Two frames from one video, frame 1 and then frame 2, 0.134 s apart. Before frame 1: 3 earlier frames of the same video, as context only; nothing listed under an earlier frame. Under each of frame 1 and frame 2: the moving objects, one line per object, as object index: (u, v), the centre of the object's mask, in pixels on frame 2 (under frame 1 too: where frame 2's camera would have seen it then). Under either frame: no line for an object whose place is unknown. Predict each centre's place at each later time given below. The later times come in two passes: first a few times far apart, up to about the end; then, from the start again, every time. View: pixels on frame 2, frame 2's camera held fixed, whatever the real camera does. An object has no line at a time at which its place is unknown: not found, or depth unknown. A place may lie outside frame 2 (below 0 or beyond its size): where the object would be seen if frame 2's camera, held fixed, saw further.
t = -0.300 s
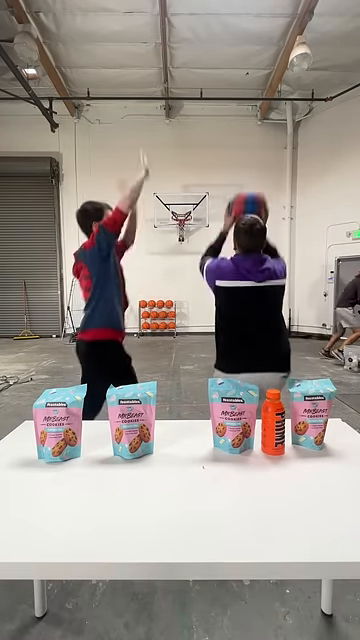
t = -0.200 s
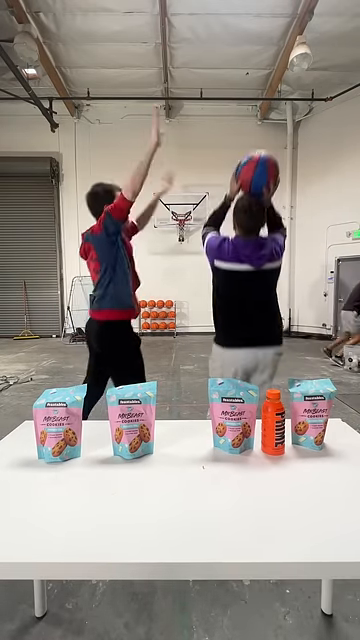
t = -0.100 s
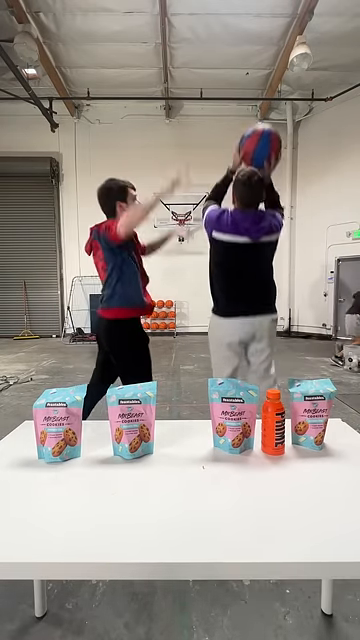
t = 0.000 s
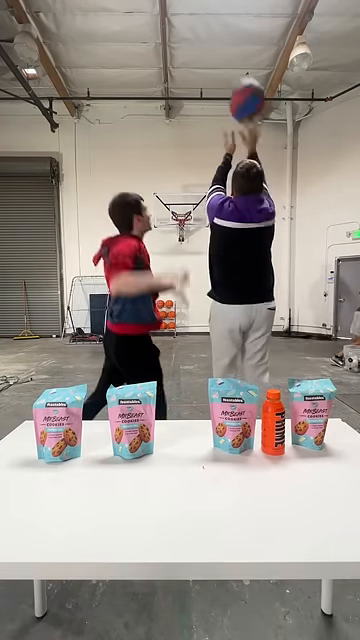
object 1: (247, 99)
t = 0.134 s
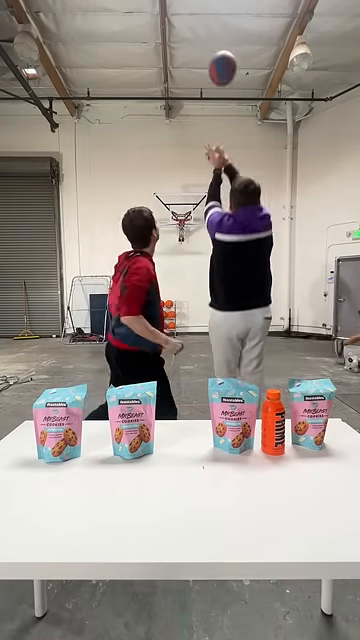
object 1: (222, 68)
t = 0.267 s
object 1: (207, 65)
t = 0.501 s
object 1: (191, 93)
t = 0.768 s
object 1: (181, 147)
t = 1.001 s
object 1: (176, 203)
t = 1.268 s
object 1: (165, 208)
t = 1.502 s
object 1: (156, 229)
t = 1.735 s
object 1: (147, 272)
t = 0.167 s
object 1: (218, 65)
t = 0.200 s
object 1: (214, 64)
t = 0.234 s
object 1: (210, 64)
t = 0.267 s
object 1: (207, 65)
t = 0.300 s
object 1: (204, 67)
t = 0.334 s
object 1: (202, 70)
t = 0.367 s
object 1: (199, 74)
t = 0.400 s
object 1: (197, 78)
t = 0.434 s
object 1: (195, 82)
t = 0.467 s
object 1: (193, 87)
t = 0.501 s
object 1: (191, 93)
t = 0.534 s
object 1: (190, 99)
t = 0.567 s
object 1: (188, 105)
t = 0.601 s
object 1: (187, 112)
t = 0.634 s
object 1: (185, 119)
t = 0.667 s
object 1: (184, 126)
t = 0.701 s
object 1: (183, 134)
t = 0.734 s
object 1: (182, 140)
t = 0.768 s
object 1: (181, 147)
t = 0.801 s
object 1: (180, 155)
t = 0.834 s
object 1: (179, 163)
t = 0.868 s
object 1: (178, 170)
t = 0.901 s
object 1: (178, 178)
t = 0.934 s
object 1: (177, 186)
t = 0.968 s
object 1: (176, 194)
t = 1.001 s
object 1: (176, 203)
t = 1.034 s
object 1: (175, 210)
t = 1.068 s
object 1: (174, 209)
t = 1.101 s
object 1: (172, 208)
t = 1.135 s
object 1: (171, 207)
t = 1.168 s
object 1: (169, 206)
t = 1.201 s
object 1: (168, 207)
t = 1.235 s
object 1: (167, 207)
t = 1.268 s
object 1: (165, 208)
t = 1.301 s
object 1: (164, 210)
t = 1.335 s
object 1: (162, 212)
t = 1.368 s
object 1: (161, 214)
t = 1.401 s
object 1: (160, 217)
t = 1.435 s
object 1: (158, 221)
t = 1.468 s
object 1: (157, 225)
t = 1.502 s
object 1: (156, 229)
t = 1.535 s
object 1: (155, 234)
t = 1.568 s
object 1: (153, 239)
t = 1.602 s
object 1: (152, 245)
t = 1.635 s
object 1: (151, 251)
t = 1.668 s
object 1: (150, 257)
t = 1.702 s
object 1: (149, 264)
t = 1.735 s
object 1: (147, 272)
